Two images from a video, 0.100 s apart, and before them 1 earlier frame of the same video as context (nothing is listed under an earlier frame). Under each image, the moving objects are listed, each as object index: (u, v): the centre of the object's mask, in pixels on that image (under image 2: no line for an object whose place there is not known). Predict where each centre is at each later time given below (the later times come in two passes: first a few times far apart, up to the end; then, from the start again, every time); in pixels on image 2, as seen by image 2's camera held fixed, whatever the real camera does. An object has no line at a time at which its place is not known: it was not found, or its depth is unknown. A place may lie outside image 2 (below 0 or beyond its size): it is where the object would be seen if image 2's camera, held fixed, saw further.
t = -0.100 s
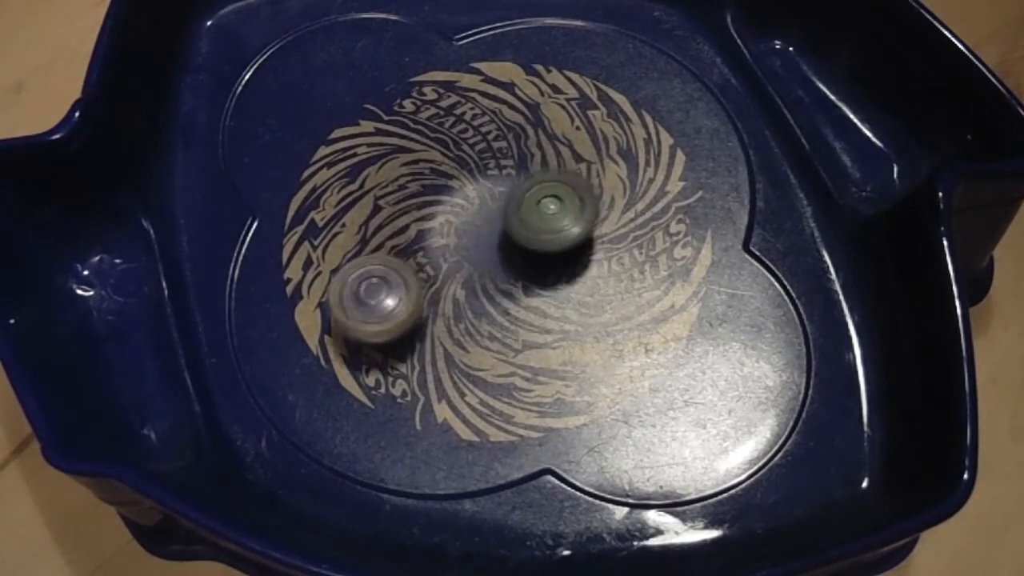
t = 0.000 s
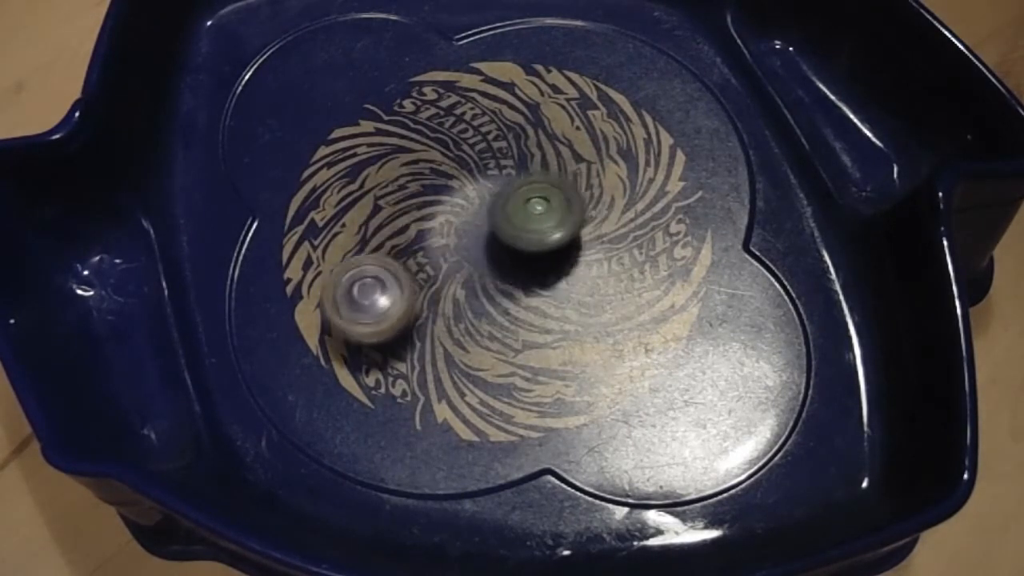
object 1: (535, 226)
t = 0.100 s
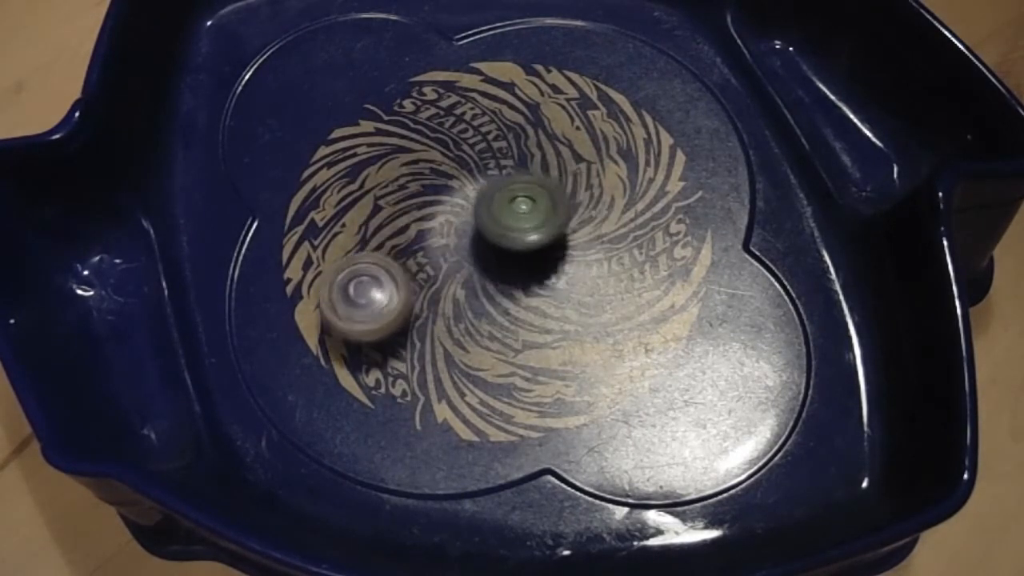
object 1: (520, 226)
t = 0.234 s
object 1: (501, 219)
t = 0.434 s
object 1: (481, 206)
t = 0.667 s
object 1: (475, 188)
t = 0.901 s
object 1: (484, 204)
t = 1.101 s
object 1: (487, 221)
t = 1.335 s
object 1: (476, 248)
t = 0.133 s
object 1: (515, 225)
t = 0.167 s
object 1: (511, 223)
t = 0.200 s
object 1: (506, 221)
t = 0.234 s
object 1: (501, 219)
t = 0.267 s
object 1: (496, 217)
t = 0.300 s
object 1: (492, 216)
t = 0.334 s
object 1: (489, 213)
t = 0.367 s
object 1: (485, 211)
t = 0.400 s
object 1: (483, 208)
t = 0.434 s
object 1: (481, 206)
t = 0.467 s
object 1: (479, 205)
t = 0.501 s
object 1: (479, 202)
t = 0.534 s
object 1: (477, 200)
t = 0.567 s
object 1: (476, 198)
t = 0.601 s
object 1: (475, 191)
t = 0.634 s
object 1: (475, 188)
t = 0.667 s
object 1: (475, 188)
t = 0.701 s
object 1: (476, 188)
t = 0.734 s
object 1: (476, 188)
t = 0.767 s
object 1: (477, 189)
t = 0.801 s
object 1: (479, 190)
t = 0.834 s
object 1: (480, 192)
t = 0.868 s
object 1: (481, 195)
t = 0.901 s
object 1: (484, 204)
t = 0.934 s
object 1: (484, 206)
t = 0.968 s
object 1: (486, 208)
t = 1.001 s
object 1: (486, 211)
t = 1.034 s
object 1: (487, 214)
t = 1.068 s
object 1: (487, 217)
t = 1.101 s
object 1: (487, 221)
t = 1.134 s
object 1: (486, 225)
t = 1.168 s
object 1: (485, 230)
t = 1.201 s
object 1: (484, 233)
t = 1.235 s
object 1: (482, 237)
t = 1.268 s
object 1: (480, 242)
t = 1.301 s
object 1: (479, 243)
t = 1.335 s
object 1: (476, 248)
